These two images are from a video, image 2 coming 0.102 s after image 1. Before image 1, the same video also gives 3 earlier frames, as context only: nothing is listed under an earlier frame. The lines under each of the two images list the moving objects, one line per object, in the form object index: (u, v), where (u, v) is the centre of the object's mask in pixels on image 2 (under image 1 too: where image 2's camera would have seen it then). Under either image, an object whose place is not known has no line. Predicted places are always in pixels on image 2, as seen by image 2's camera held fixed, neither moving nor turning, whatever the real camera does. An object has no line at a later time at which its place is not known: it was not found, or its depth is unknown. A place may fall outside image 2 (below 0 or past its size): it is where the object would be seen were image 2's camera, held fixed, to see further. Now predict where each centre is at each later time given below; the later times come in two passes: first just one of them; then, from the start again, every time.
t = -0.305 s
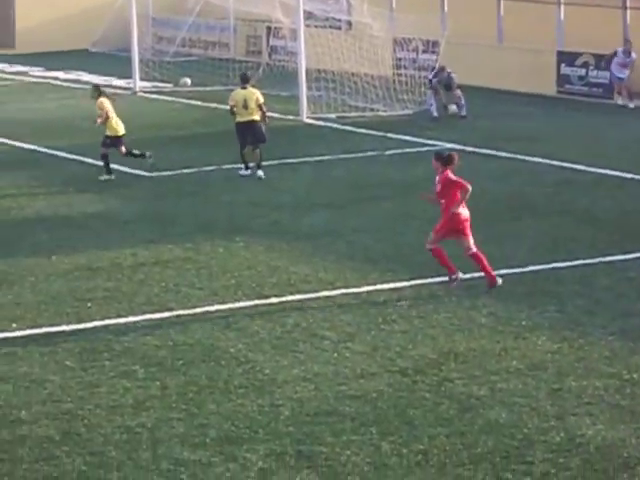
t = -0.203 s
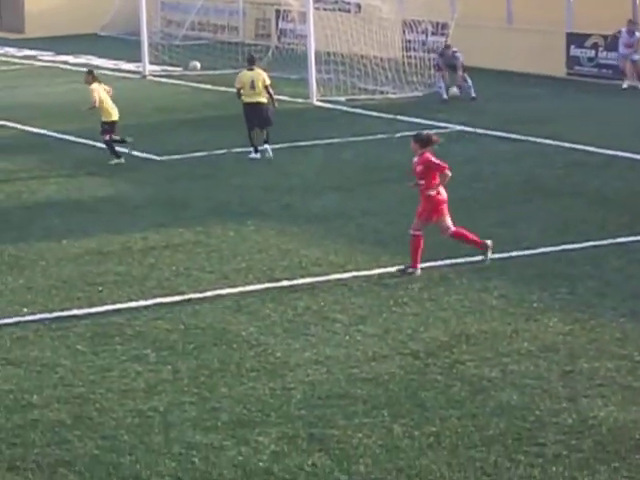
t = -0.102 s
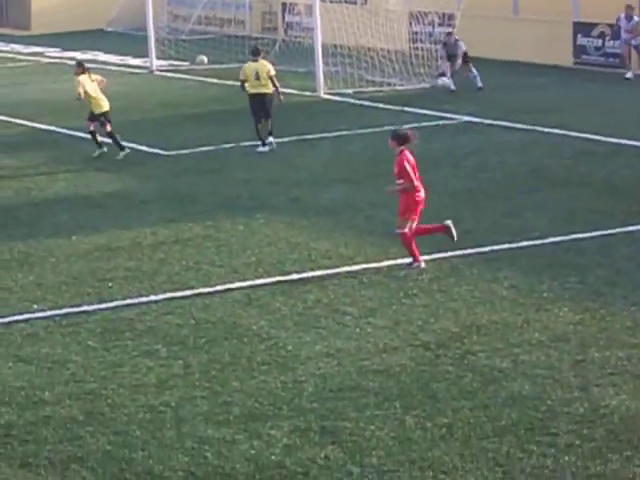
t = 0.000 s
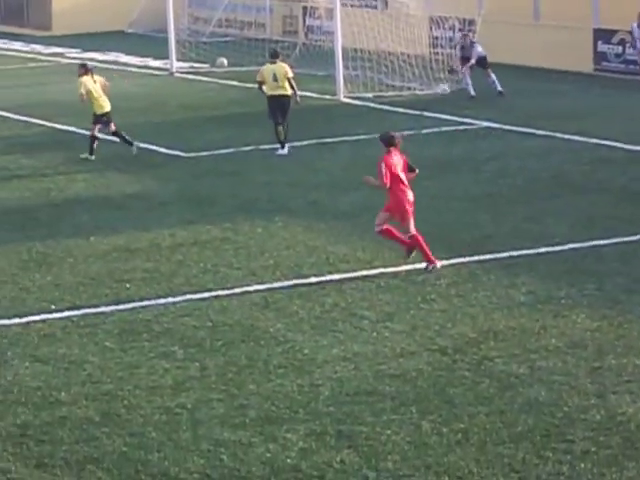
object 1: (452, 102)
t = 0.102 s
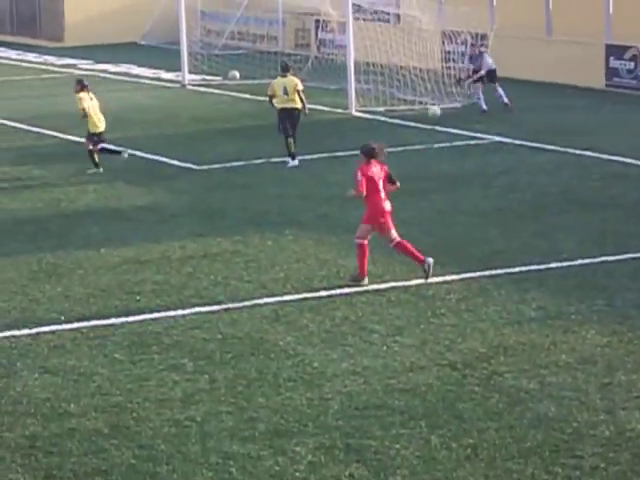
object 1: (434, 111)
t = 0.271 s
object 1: (409, 117)
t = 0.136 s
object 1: (427, 115)
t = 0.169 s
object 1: (421, 120)
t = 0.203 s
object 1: (418, 119)
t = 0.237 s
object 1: (413, 118)
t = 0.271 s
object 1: (409, 117)
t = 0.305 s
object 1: (405, 118)
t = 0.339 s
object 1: (401, 118)
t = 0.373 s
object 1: (396, 119)
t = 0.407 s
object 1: (391, 121)
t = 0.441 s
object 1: (386, 125)
